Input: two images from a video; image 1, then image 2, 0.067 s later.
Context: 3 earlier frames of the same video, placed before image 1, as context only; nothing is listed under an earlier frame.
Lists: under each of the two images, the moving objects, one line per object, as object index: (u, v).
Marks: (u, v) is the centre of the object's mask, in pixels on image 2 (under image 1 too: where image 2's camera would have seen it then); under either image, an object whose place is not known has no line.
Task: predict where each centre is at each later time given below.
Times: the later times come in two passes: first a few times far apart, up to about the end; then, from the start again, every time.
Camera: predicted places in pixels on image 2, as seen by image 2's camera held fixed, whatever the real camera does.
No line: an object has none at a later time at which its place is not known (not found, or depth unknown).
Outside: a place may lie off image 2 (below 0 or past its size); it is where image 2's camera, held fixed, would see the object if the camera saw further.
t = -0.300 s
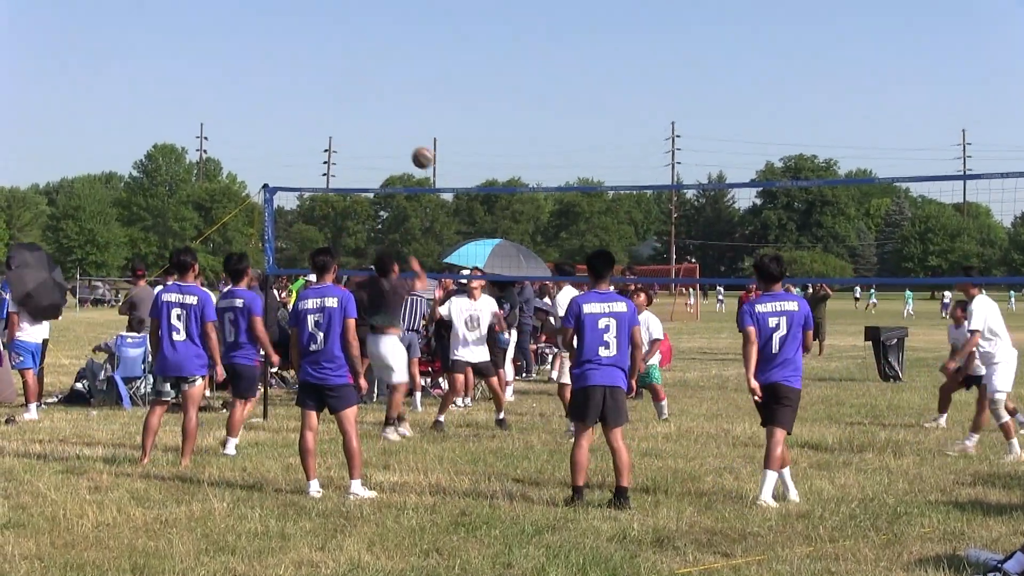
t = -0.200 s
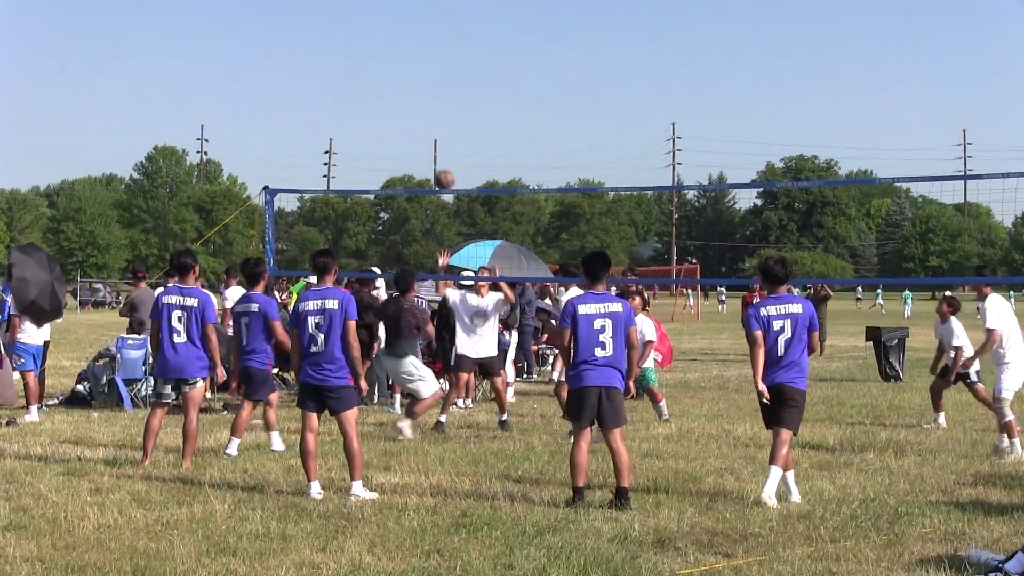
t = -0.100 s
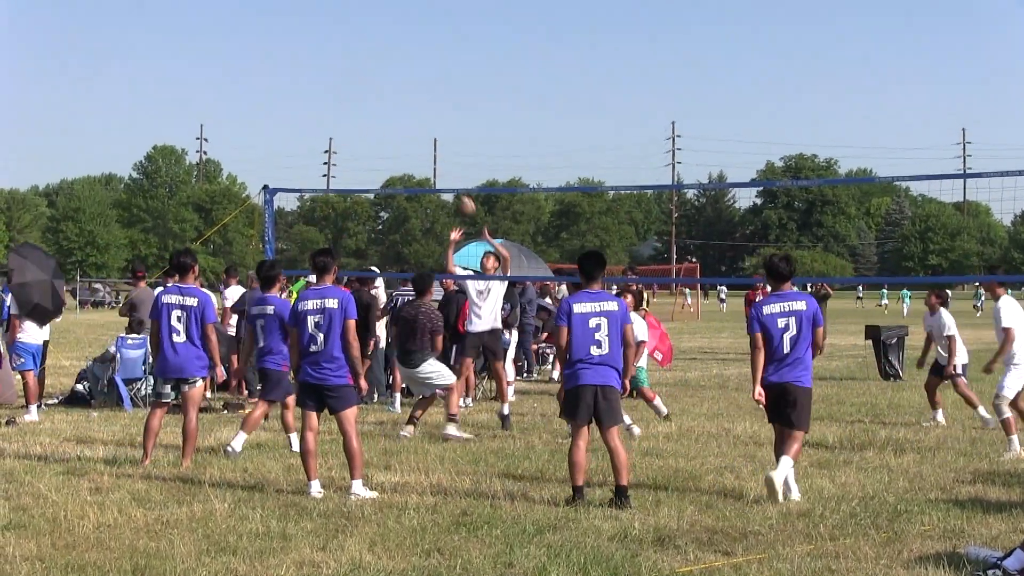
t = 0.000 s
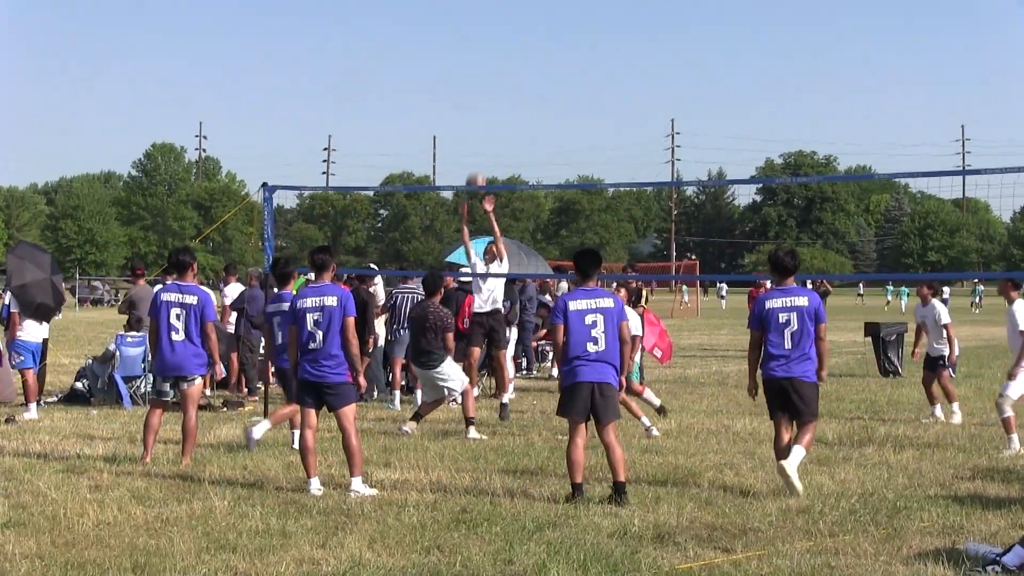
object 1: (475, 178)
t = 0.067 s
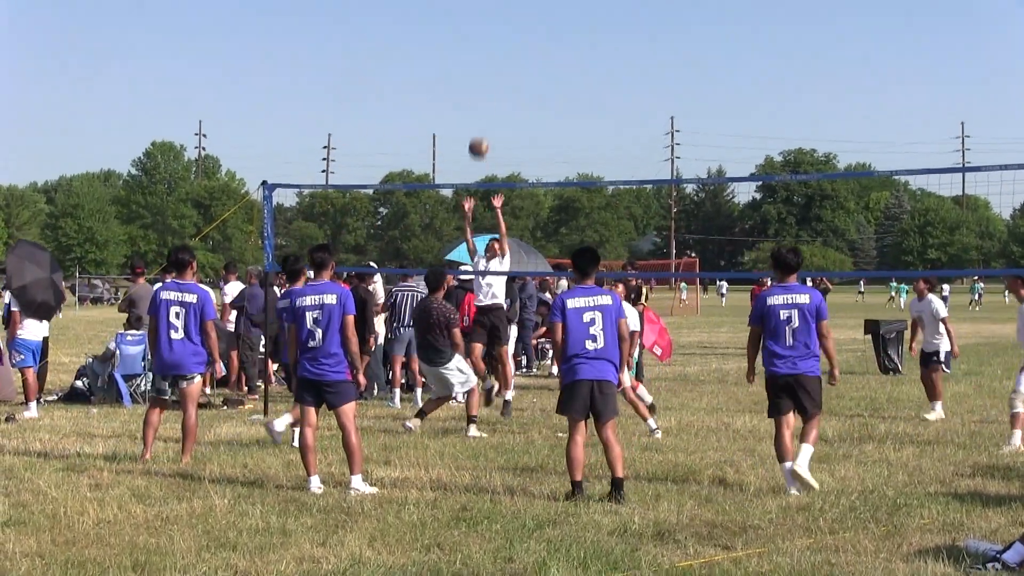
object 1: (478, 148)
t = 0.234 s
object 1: (488, 81)
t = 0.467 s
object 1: (504, 35)
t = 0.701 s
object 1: (522, 41)
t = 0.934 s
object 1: (540, 99)
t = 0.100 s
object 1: (480, 132)
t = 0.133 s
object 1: (482, 118)
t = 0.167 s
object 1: (484, 104)
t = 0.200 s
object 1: (485, 92)
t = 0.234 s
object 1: (488, 81)
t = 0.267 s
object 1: (490, 71)
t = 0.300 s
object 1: (492, 62)
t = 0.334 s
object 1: (494, 55)
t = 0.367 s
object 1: (497, 48)
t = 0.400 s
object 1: (499, 42)
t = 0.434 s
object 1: (502, 38)
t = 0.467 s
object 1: (504, 35)
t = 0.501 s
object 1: (507, 32)
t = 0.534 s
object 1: (509, 32)
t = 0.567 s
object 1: (511, 32)
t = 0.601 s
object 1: (514, 33)
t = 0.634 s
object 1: (516, 34)
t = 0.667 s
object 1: (519, 37)
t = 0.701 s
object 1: (522, 41)
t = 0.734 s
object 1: (524, 46)
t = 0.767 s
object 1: (527, 52)
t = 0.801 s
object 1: (530, 59)
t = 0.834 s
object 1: (532, 68)
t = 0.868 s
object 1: (535, 77)
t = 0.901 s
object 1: (538, 87)
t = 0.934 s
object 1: (540, 99)
